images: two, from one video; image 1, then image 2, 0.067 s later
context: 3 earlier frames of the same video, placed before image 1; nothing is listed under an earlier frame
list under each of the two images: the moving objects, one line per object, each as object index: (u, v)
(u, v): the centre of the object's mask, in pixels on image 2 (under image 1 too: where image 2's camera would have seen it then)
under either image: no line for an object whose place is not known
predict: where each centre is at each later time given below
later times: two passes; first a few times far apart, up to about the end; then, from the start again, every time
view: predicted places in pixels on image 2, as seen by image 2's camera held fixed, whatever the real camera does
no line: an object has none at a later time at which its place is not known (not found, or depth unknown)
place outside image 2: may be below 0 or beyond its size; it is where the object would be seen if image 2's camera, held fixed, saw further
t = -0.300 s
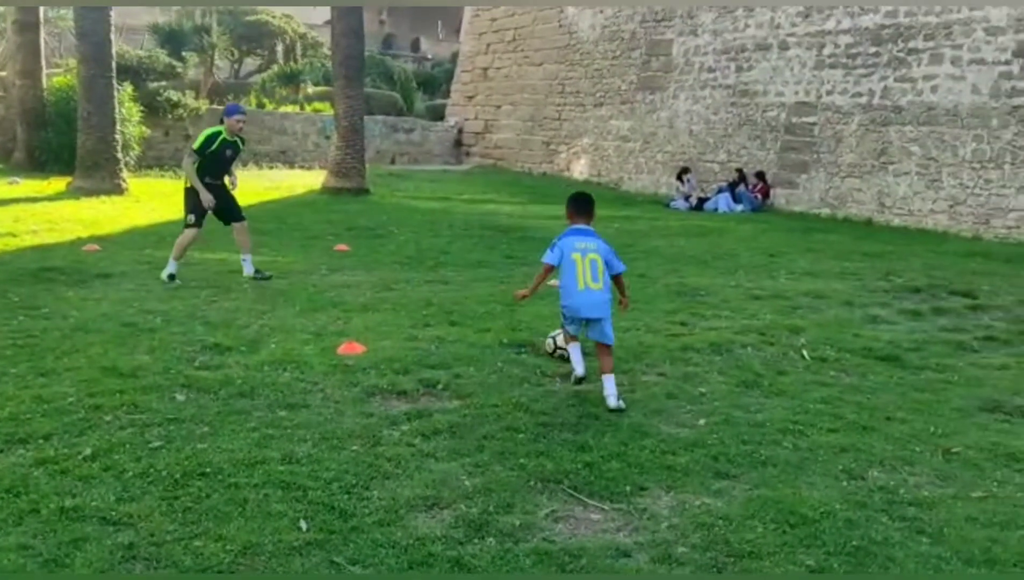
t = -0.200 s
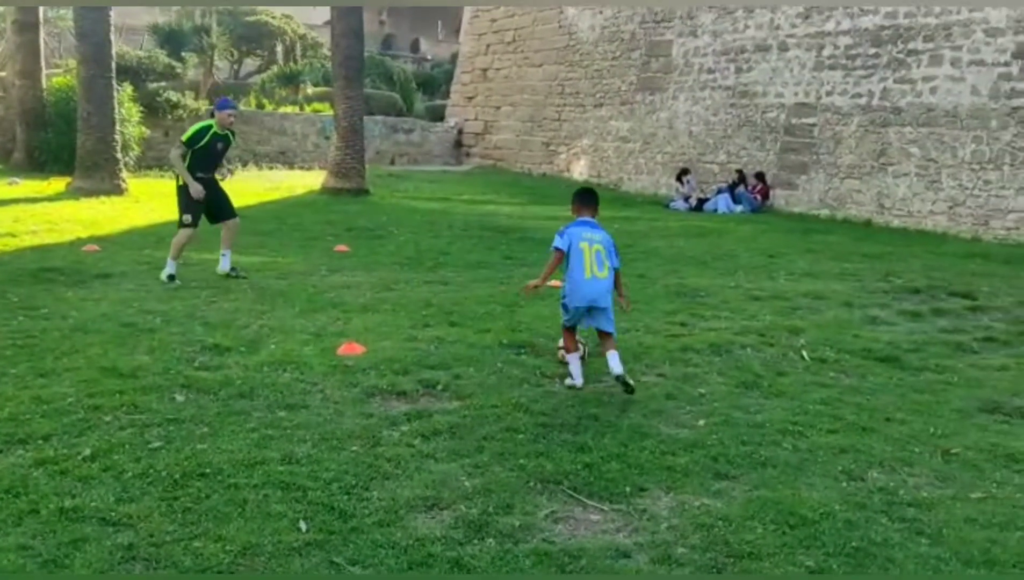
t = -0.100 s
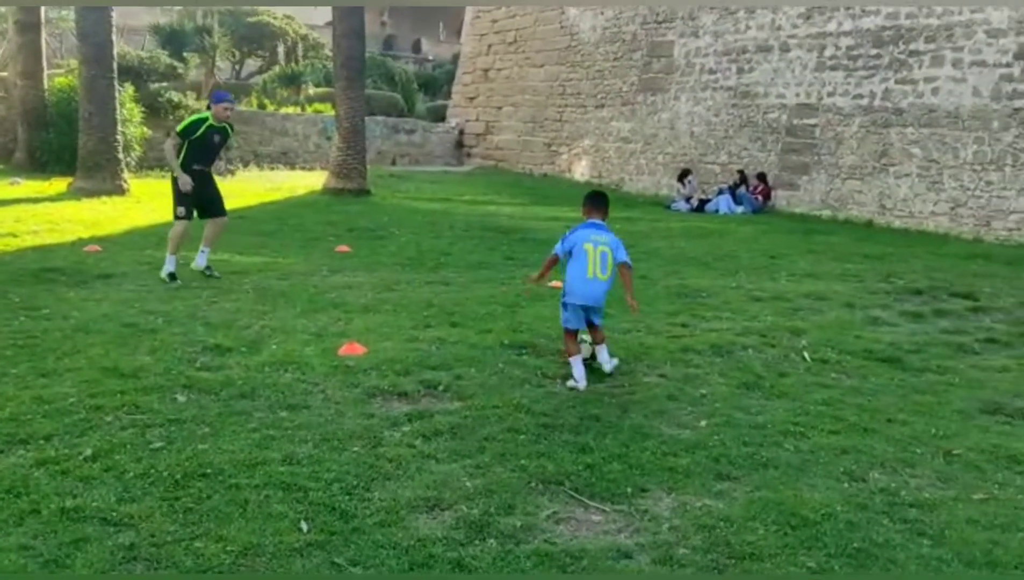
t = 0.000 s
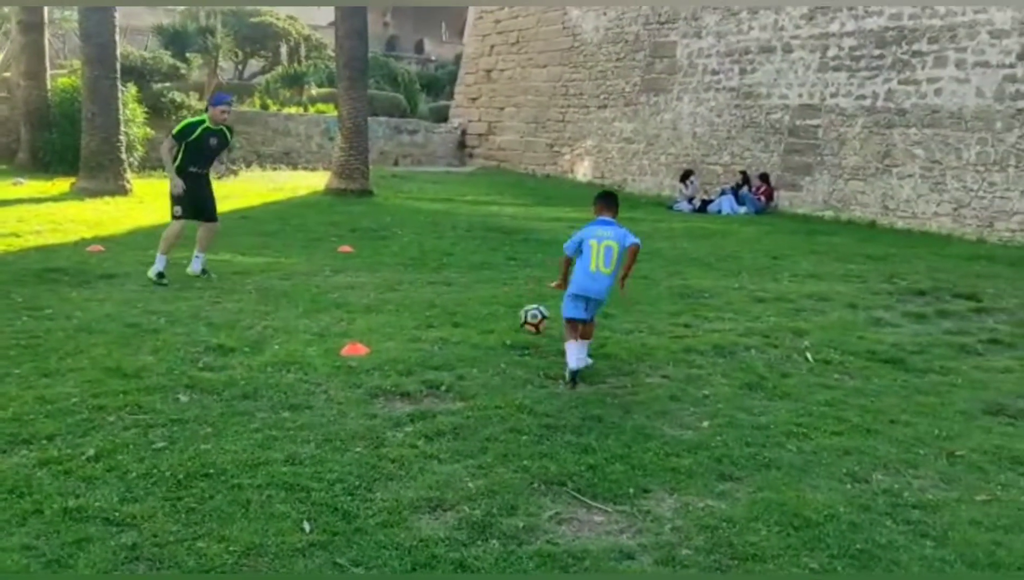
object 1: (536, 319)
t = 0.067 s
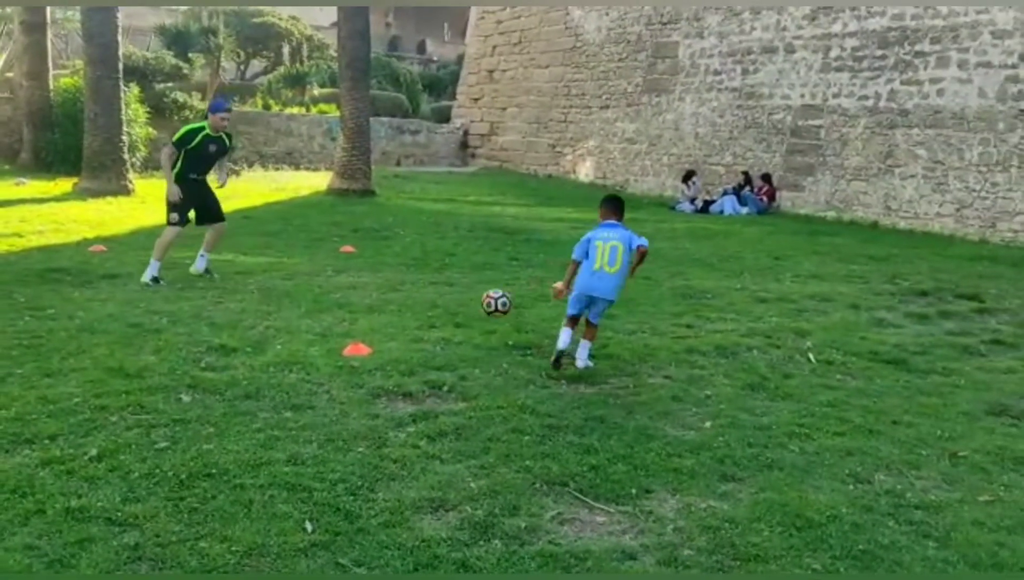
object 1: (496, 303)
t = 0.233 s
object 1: (408, 291)
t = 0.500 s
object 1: (349, 268)
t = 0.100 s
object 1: (477, 298)
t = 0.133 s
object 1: (460, 294)
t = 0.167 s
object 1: (442, 292)
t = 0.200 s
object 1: (425, 290)
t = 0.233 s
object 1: (408, 291)
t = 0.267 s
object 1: (392, 294)
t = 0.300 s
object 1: (377, 298)
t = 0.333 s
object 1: (365, 300)
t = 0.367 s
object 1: (361, 291)
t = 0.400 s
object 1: (358, 284)
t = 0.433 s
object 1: (355, 277)
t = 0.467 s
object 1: (352, 272)
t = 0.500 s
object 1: (349, 268)
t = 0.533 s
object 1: (346, 266)
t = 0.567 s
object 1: (343, 265)
